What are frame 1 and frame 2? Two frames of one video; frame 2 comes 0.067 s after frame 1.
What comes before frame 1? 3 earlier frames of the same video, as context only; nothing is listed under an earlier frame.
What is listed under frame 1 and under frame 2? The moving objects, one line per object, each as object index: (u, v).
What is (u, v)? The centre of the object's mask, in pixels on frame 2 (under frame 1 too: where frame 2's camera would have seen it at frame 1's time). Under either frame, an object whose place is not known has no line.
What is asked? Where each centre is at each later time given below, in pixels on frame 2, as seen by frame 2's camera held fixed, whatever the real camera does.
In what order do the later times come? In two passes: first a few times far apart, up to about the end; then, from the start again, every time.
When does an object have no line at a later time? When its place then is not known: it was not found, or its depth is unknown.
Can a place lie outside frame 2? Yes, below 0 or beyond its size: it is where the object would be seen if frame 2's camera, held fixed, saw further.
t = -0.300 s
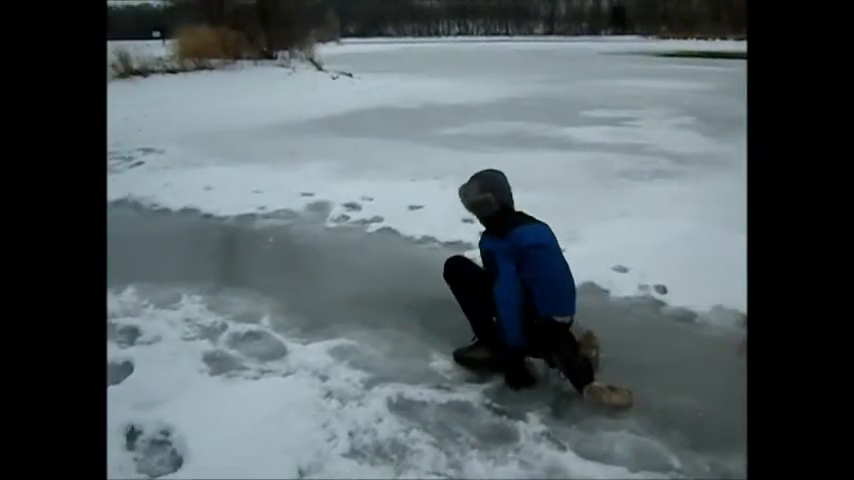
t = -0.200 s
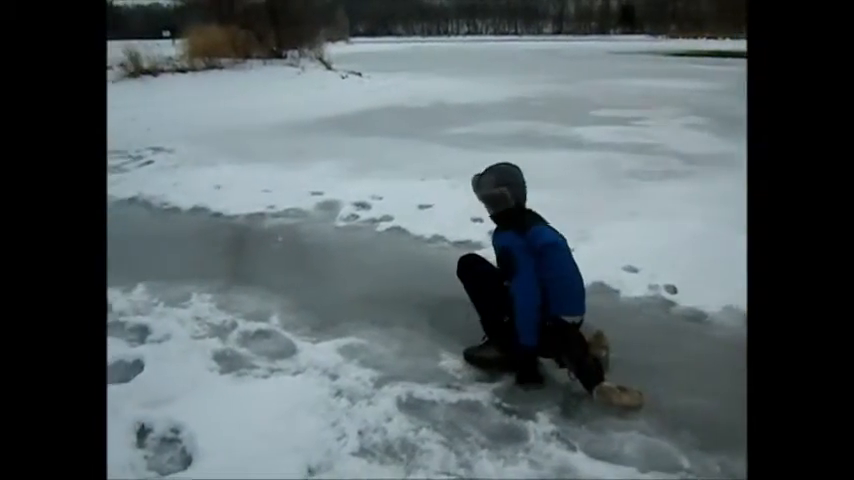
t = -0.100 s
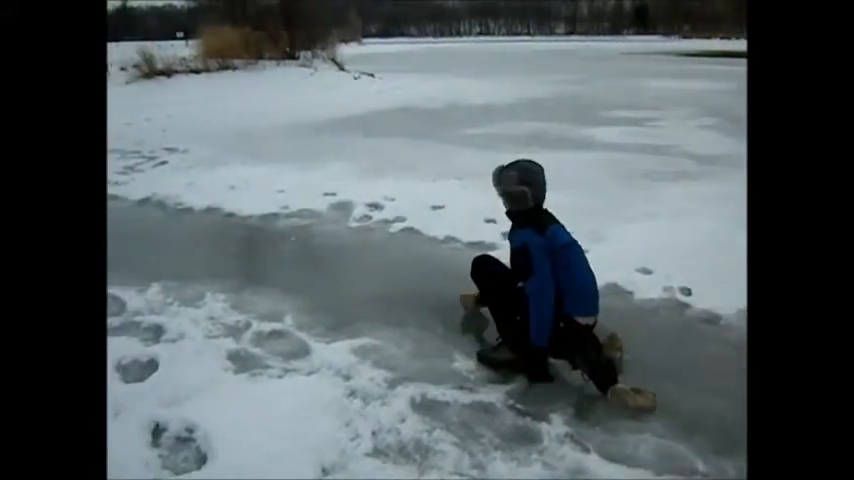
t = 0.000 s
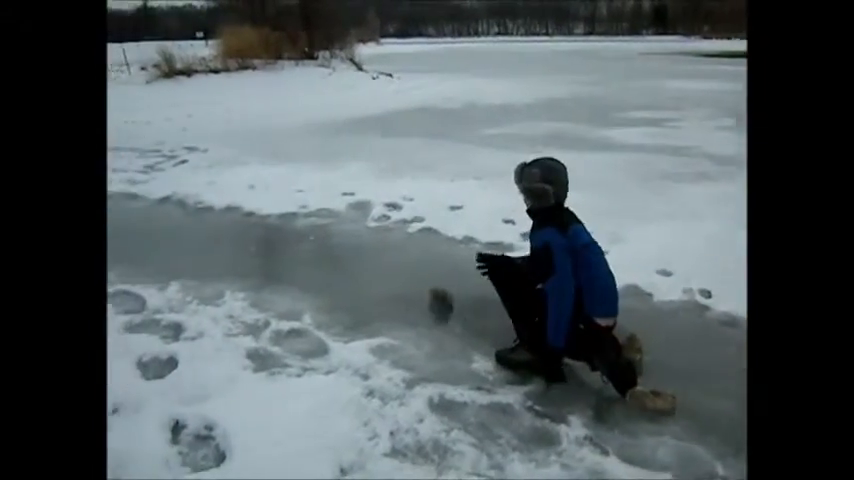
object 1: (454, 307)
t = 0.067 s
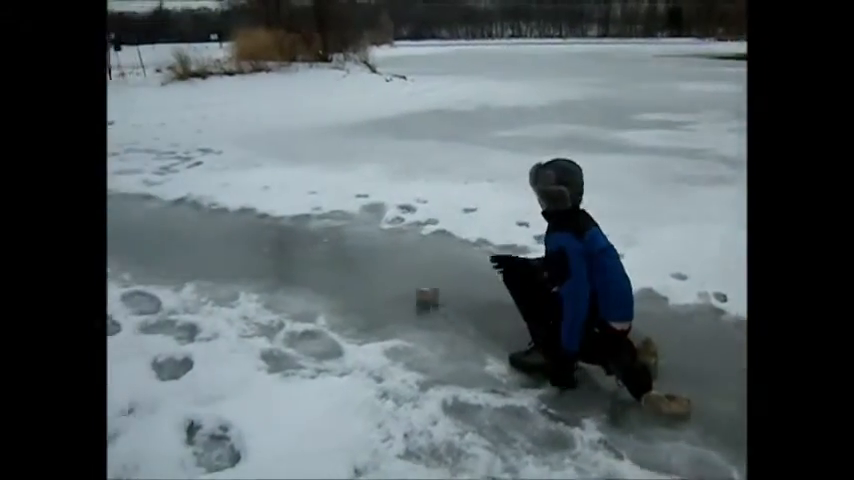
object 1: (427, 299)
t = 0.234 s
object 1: (357, 285)
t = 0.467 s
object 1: (277, 270)
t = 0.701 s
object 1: (212, 256)
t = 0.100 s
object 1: (412, 297)
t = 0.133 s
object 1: (396, 292)
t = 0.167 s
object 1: (381, 290)
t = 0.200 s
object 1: (368, 288)
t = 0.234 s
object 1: (357, 285)
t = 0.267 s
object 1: (345, 283)
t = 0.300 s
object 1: (335, 283)
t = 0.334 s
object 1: (321, 280)
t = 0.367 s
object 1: (310, 278)
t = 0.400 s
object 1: (297, 275)
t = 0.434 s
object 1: (286, 273)
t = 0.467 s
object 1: (277, 270)
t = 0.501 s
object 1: (268, 269)
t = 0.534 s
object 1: (259, 266)
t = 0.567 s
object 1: (248, 264)
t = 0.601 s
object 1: (238, 259)
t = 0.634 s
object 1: (229, 260)
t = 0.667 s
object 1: (219, 256)
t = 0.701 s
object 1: (212, 256)
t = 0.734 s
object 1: (204, 253)
